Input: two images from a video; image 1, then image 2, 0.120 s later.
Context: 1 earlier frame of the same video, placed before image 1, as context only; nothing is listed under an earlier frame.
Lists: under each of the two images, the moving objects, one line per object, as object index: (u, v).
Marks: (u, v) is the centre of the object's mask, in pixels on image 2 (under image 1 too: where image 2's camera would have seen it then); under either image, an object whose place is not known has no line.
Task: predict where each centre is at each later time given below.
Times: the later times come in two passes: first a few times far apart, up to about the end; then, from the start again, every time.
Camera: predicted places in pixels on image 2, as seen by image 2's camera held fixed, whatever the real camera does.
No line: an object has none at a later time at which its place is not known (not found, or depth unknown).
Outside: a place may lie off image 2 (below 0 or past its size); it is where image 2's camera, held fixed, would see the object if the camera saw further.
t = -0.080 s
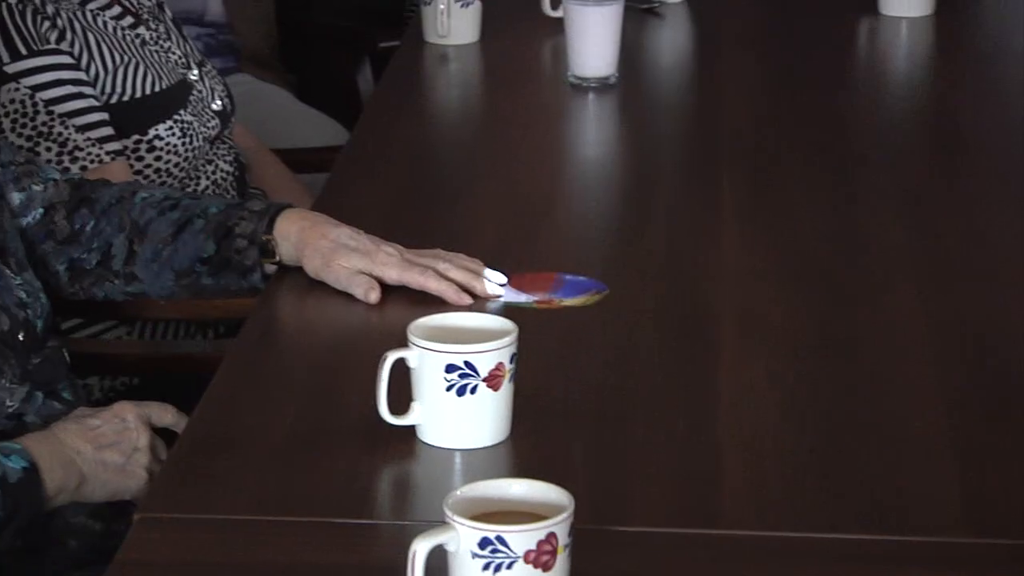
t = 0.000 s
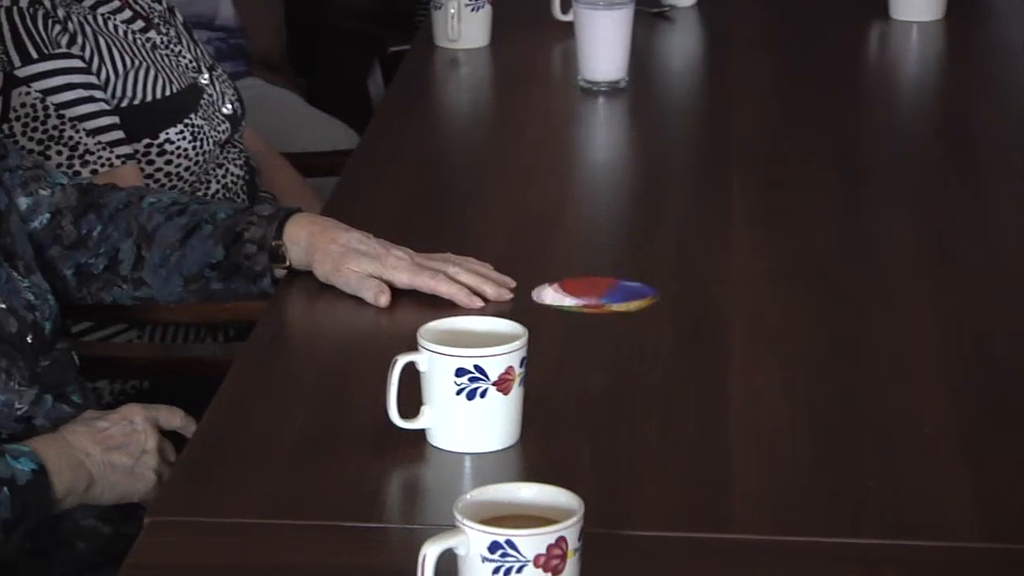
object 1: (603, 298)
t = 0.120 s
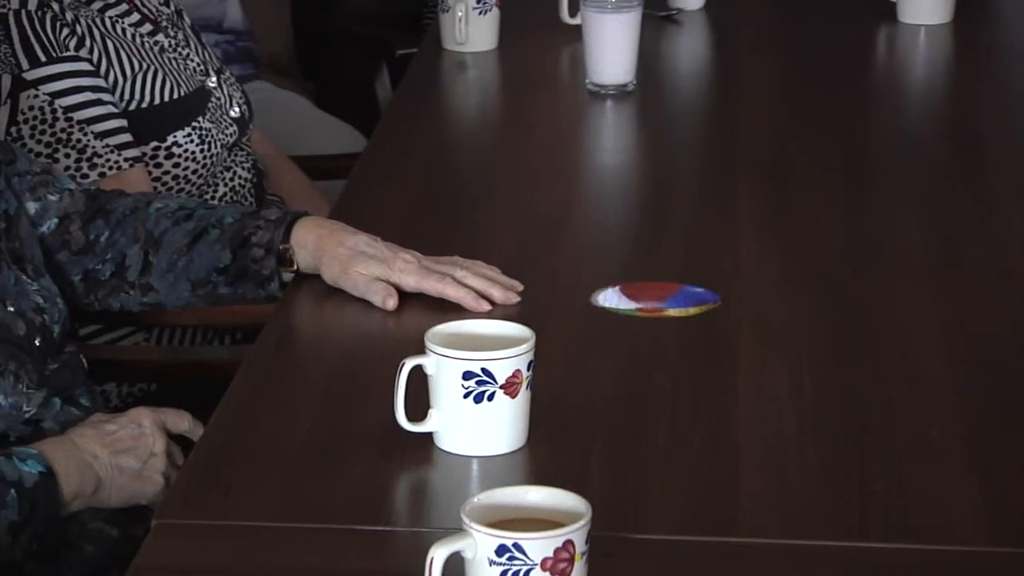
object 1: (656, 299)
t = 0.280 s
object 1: (715, 300)
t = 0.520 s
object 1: (780, 302)
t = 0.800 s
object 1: (836, 302)
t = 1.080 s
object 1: (894, 304)
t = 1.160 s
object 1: (911, 303)
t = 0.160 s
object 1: (672, 299)
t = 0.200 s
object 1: (687, 300)
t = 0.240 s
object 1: (701, 300)
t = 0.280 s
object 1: (715, 300)
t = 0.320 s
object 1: (728, 301)
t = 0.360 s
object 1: (741, 301)
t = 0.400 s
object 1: (751, 301)
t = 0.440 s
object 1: (761, 301)
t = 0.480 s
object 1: (771, 301)
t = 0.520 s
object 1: (780, 302)
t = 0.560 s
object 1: (788, 302)
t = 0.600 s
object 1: (795, 302)
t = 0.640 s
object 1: (803, 302)
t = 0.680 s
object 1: (812, 302)
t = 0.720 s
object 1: (820, 302)
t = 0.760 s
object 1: (828, 302)
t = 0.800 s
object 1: (836, 302)
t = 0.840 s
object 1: (844, 303)
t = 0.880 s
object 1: (852, 303)
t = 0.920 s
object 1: (860, 303)
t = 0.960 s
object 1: (869, 303)
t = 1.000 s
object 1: (877, 304)
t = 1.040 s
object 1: (886, 303)
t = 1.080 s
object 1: (894, 304)
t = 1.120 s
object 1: (902, 304)
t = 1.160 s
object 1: (911, 303)
